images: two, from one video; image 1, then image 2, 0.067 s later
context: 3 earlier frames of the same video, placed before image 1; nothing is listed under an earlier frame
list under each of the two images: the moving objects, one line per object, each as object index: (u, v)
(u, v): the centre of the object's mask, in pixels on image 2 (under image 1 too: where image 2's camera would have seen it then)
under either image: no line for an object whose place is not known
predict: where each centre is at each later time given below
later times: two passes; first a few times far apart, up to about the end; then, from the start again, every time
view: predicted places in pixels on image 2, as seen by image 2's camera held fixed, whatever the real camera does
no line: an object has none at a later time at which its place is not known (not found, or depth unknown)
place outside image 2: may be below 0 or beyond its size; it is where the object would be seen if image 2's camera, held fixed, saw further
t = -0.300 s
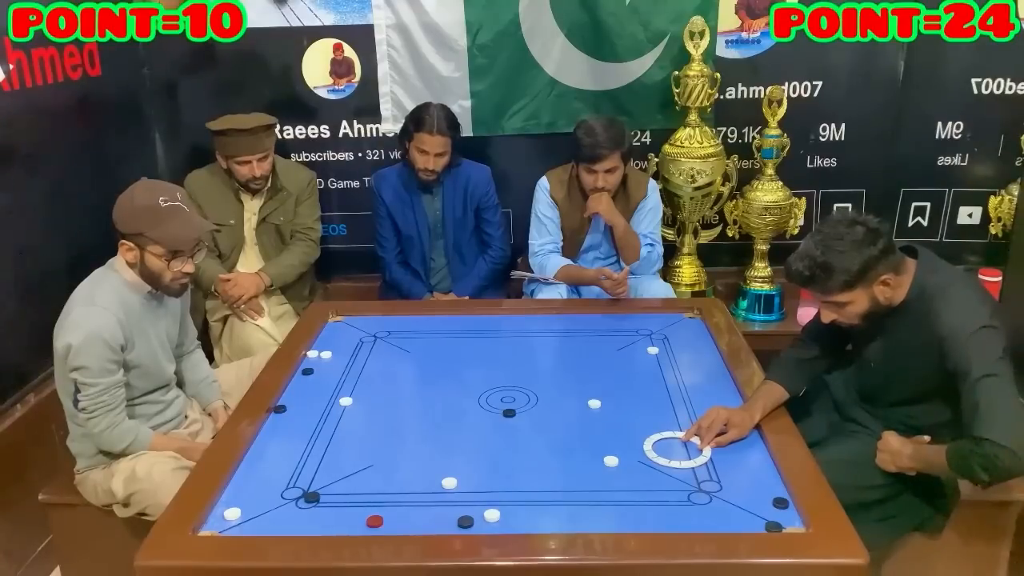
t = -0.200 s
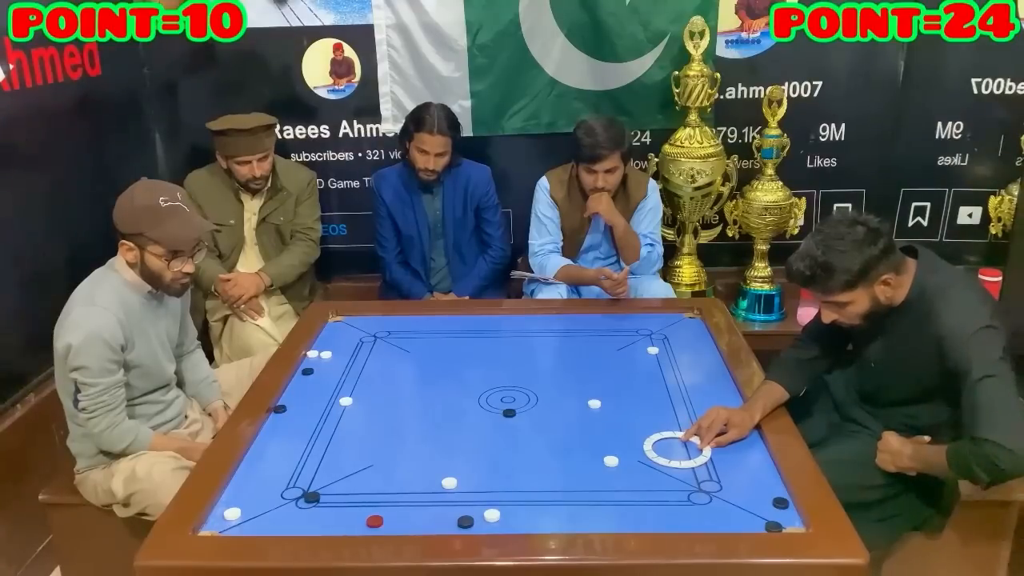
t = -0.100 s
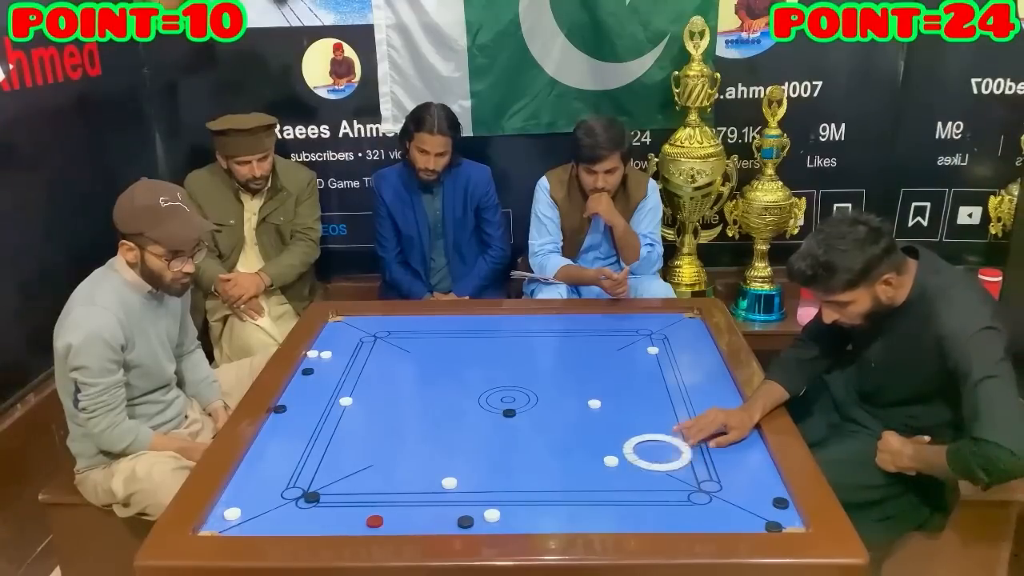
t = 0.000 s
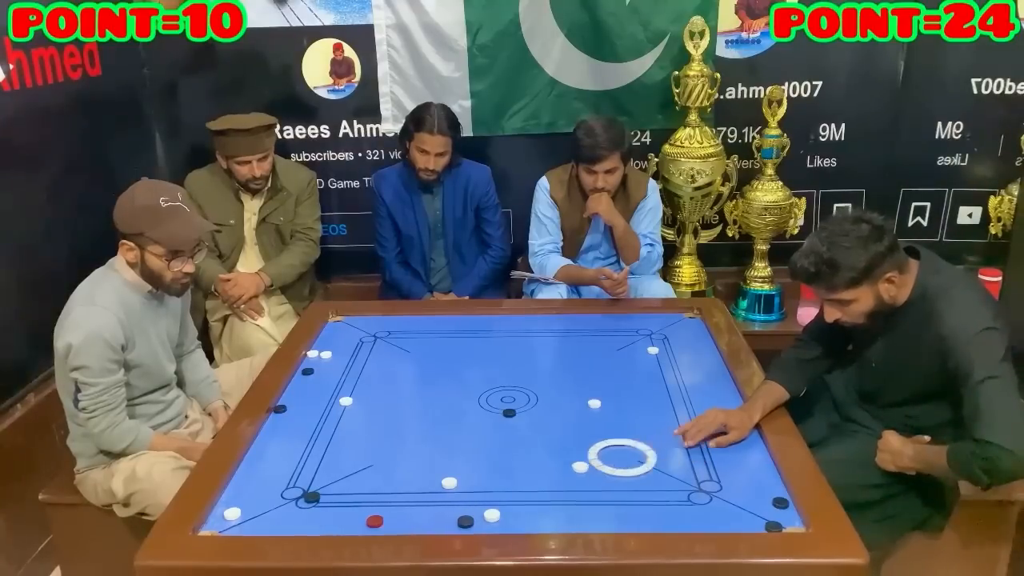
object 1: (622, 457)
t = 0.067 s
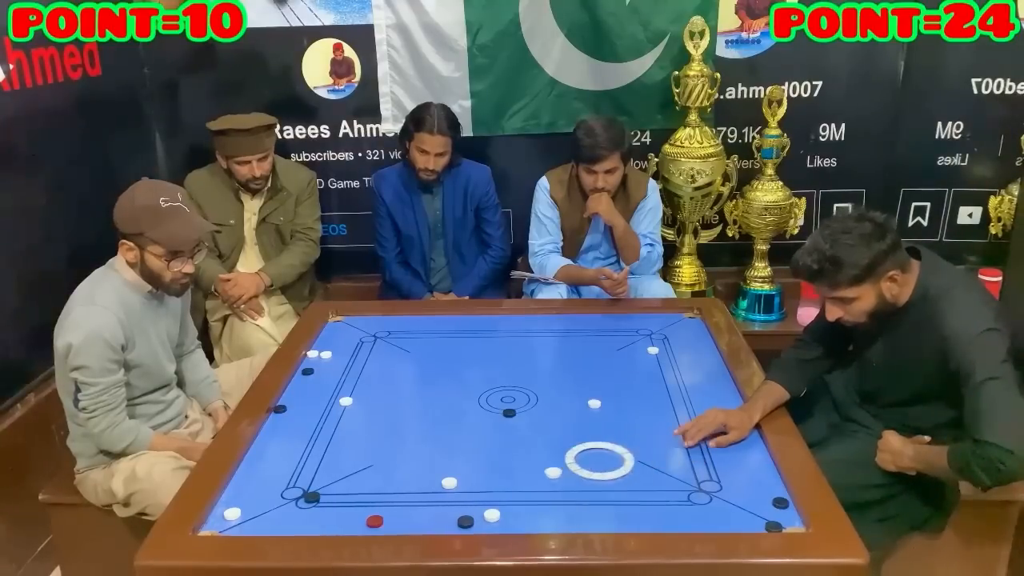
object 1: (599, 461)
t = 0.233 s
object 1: (543, 469)
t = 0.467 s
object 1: (468, 479)
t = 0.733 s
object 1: (393, 489)
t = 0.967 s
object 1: (334, 496)
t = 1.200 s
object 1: (287, 500)
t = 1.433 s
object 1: (267, 502)
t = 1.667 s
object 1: (267, 502)
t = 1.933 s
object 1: (268, 501)
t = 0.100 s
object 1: (588, 462)
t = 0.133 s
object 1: (577, 464)
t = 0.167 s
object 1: (565, 466)
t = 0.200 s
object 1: (554, 467)
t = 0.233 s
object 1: (543, 469)
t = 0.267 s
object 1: (532, 470)
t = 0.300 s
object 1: (520, 472)
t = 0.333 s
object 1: (509, 473)
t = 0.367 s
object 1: (498, 475)
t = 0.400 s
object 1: (487, 477)
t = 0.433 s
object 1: (477, 478)
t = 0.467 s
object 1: (468, 479)
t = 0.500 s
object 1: (459, 480)
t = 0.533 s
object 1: (449, 482)
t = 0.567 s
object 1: (440, 483)
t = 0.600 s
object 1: (431, 484)
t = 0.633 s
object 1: (421, 485)
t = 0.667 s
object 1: (412, 486)
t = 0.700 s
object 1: (402, 488)
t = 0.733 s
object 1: (393, 489)
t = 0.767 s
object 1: (384, 490)
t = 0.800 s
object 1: (375, 491)
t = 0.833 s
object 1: (365, 492)
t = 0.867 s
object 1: (356, 493)
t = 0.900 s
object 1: (349, 494)
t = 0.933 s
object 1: (341, 495)
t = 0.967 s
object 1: (334, 496)
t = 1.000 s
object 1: (327, 496)
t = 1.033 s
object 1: (319, 497)
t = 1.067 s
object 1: (312, 498)
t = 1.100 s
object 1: (305, 499)
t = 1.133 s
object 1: (298, 500)
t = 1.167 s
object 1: (292, 500)
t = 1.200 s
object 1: (287, 500)
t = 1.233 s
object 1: (282, 501)
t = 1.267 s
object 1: (277, 501)
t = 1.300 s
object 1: (272, 501)
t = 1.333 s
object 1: (269, 502)
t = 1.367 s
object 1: (267, 502)
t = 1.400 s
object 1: (267, 502)
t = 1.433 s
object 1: (267, 502)
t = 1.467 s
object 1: (267, 502)
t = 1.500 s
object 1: (267, 502)
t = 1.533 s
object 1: (267, 502)
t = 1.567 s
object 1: (267, 502)
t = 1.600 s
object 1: (267, 502)
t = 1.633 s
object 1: (267, 502)
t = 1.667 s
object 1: (267, 502)
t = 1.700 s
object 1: (267, 502)
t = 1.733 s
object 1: (267, 502)
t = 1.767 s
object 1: (267, 502)
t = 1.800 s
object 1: (267, 502)
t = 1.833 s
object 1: (267, 502)
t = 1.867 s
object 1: (267, 501)
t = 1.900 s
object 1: (267, 501)
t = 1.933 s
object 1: (268, 501)
